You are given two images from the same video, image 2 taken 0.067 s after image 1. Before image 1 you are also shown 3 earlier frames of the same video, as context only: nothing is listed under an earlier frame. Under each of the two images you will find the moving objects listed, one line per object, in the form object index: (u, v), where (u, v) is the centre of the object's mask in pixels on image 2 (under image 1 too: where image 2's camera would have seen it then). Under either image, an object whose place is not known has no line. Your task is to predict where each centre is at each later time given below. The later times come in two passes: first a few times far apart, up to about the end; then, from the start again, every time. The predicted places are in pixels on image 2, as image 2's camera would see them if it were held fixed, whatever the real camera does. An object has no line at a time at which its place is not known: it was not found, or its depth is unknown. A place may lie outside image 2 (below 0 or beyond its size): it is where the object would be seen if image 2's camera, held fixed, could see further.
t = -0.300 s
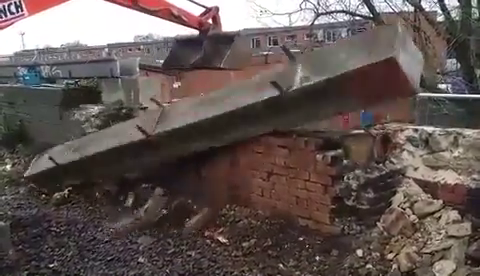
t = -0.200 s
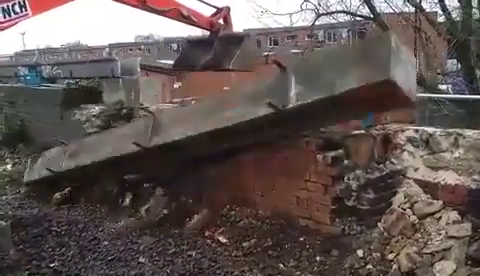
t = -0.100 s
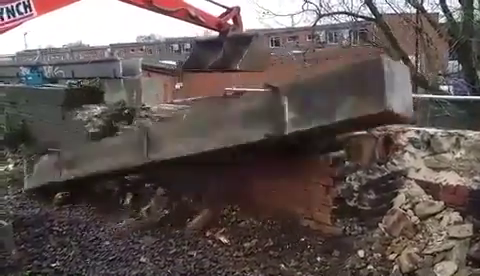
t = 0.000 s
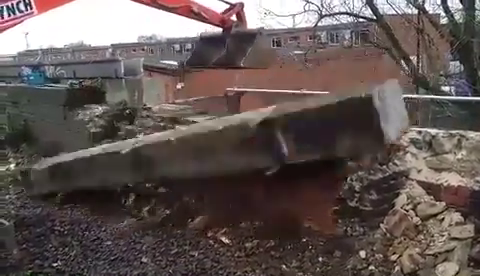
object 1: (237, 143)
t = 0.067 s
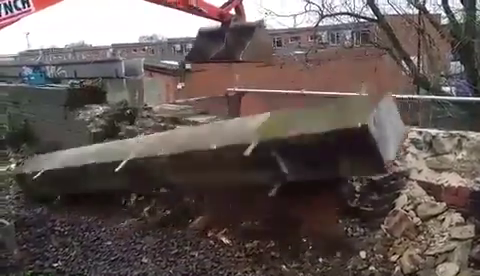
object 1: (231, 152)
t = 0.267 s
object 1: (215, 216)
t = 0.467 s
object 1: (177, 230)
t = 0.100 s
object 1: (228, 158)
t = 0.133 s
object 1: (232, 169)
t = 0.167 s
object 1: (224, 170)
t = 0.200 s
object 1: (220, 180)
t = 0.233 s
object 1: (214, 192)
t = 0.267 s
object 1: (215, 216)
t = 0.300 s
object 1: (195, 225)
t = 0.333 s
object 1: (191, 227)
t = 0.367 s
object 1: (188, 227)
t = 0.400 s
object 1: (183, 228)
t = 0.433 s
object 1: (180, 229)
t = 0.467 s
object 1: (177, 230)
